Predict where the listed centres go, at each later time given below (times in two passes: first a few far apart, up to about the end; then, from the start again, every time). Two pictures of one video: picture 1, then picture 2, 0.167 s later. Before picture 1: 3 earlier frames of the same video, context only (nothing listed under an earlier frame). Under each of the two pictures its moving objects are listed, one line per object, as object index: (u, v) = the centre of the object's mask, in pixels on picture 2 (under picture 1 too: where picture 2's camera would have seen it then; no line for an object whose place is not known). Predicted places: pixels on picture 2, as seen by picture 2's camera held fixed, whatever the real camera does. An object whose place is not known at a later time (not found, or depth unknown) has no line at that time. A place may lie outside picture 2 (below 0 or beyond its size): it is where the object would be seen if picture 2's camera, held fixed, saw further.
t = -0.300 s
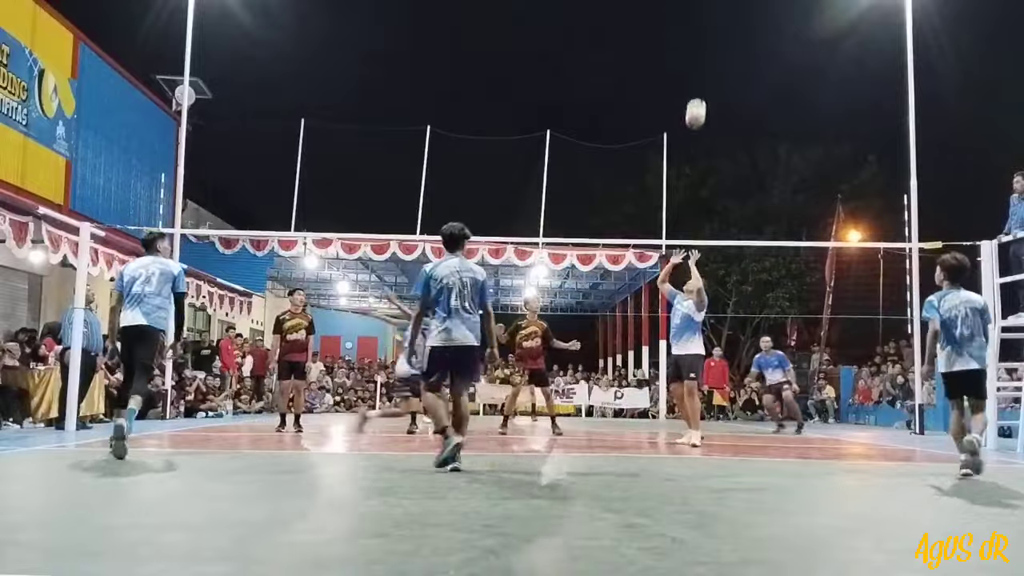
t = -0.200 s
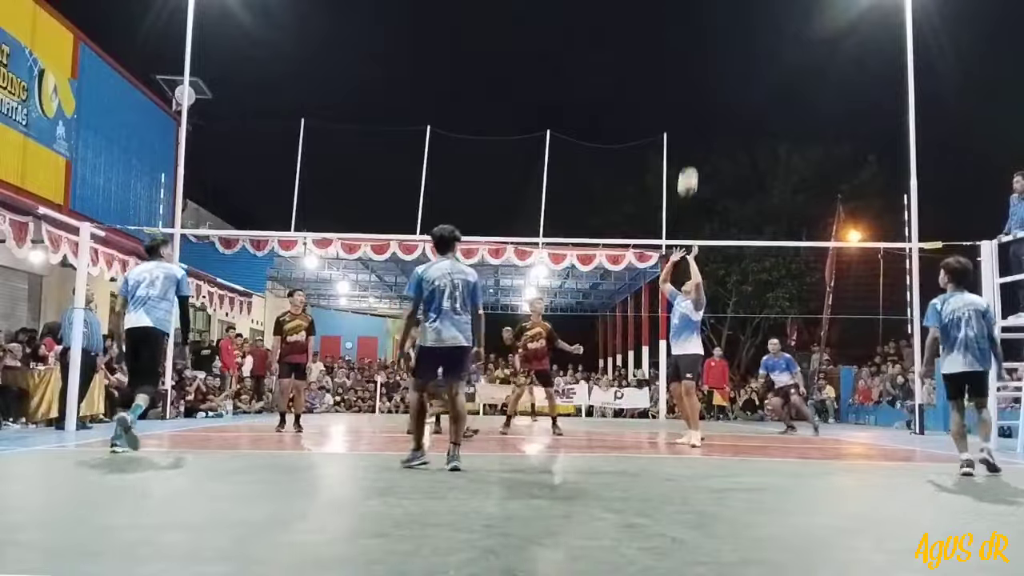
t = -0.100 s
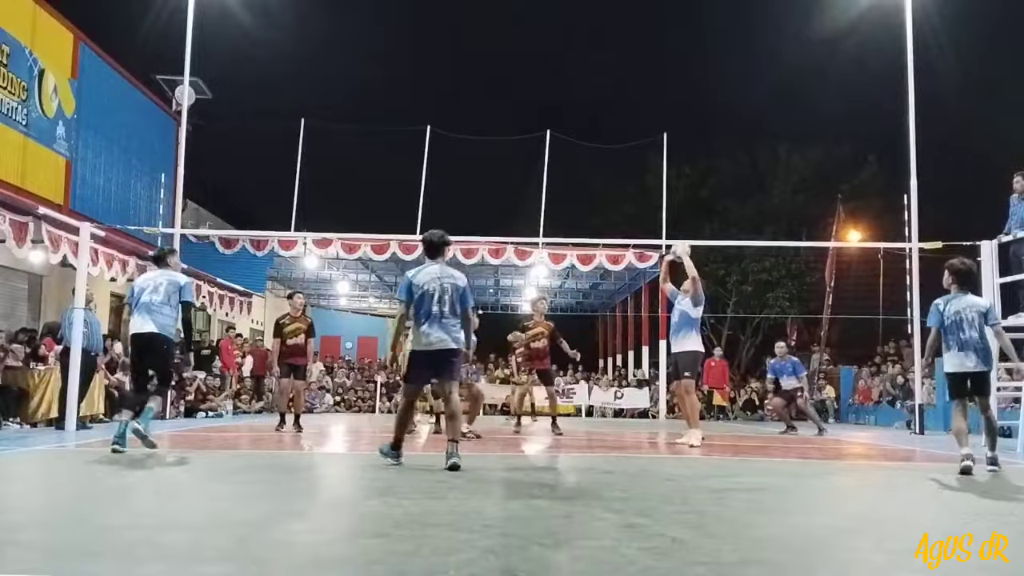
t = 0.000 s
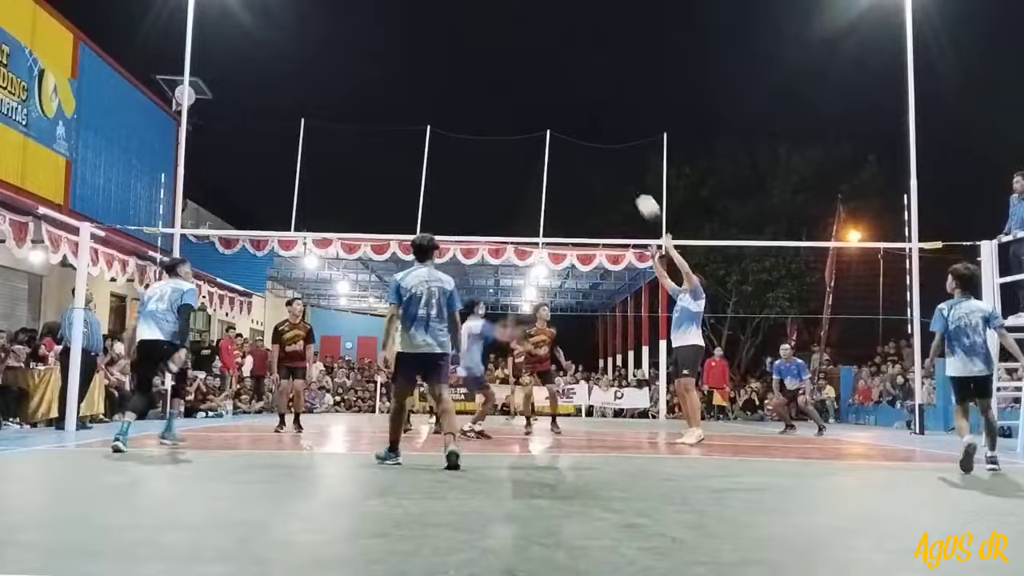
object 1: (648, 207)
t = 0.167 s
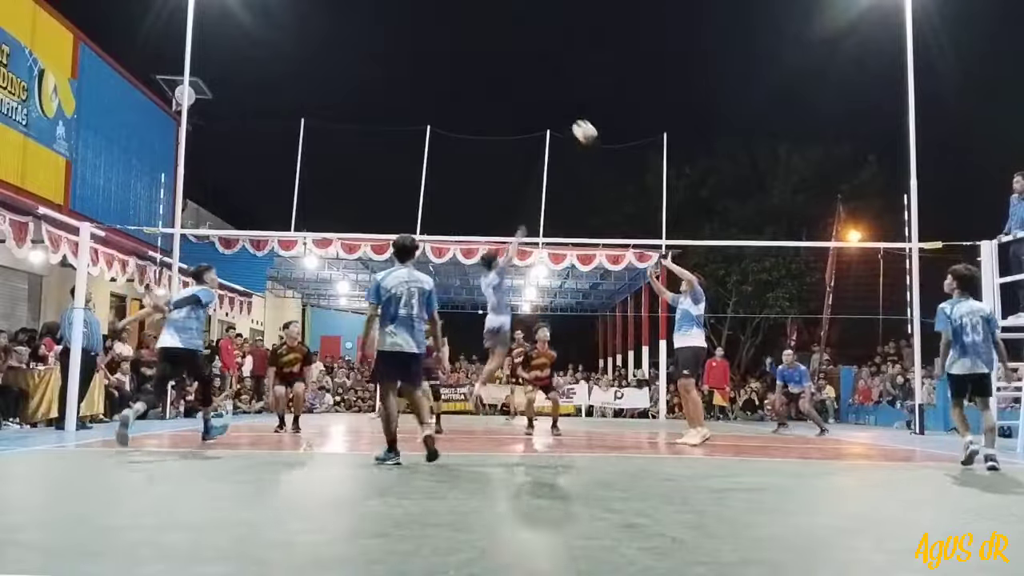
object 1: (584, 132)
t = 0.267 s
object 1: (547, 98)
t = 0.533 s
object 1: (451, 50)
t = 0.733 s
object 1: (380, 53)
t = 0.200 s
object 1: (572, 119)
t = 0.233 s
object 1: (559, 108)
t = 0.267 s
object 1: (547, 98)
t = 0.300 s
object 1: (535, 89)
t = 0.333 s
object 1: (523, 80)
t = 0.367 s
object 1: (511, 73)
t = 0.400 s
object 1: (499, 66)
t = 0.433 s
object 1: (487, 61)
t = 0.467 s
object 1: (475, 56)
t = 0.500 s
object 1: (463, 53)
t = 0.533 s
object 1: (451, 50)
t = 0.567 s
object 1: (440, 48)
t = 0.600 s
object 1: (427, 47)
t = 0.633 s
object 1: (416, 47)
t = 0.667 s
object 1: (404, 48)
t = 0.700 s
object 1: (392, 50)
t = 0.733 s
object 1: (380, 53)
